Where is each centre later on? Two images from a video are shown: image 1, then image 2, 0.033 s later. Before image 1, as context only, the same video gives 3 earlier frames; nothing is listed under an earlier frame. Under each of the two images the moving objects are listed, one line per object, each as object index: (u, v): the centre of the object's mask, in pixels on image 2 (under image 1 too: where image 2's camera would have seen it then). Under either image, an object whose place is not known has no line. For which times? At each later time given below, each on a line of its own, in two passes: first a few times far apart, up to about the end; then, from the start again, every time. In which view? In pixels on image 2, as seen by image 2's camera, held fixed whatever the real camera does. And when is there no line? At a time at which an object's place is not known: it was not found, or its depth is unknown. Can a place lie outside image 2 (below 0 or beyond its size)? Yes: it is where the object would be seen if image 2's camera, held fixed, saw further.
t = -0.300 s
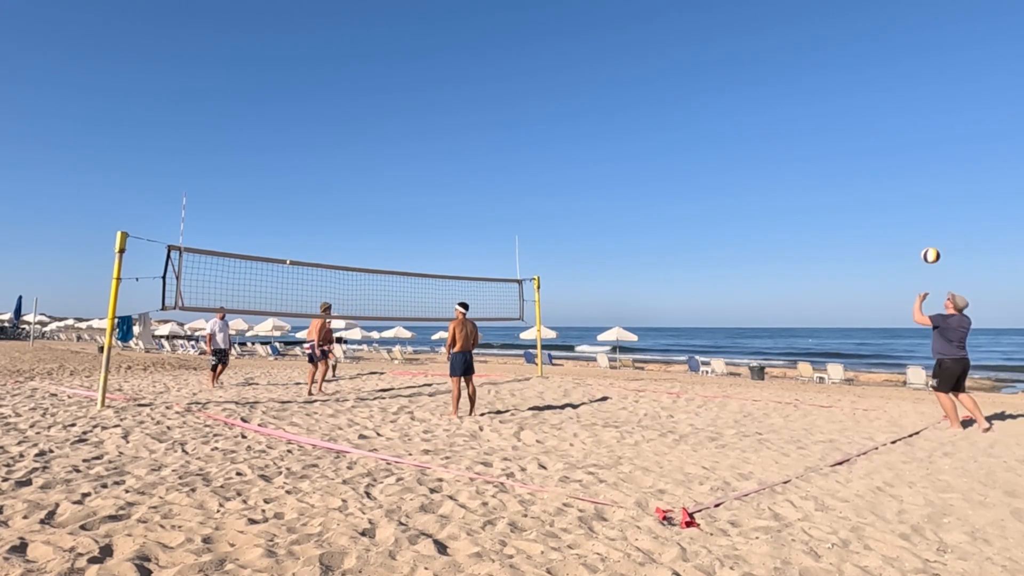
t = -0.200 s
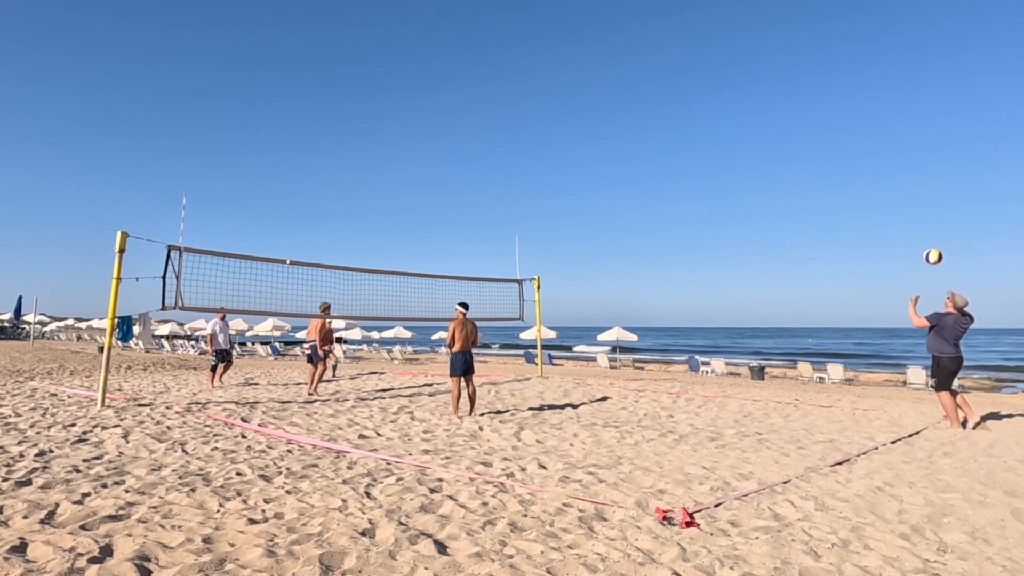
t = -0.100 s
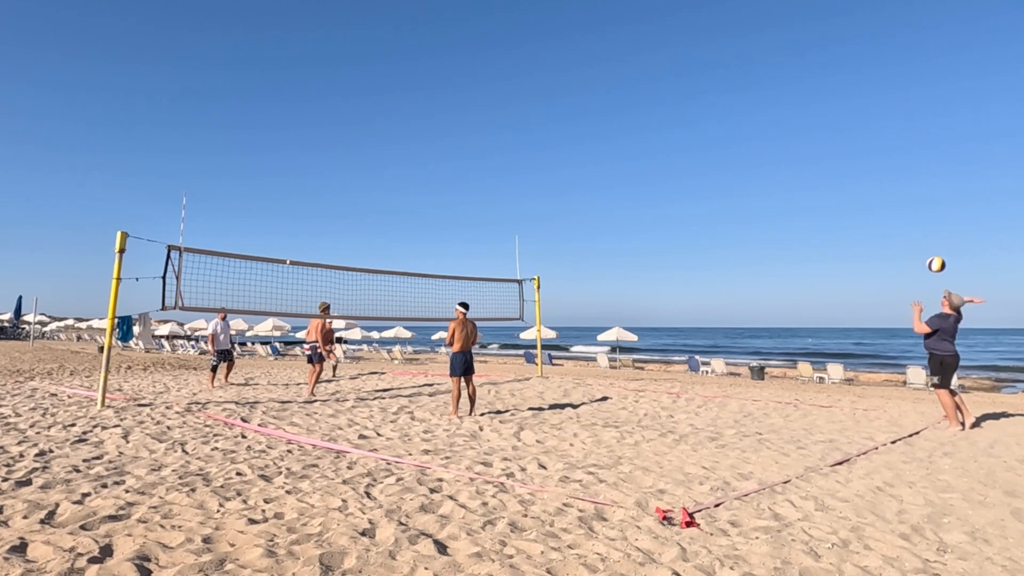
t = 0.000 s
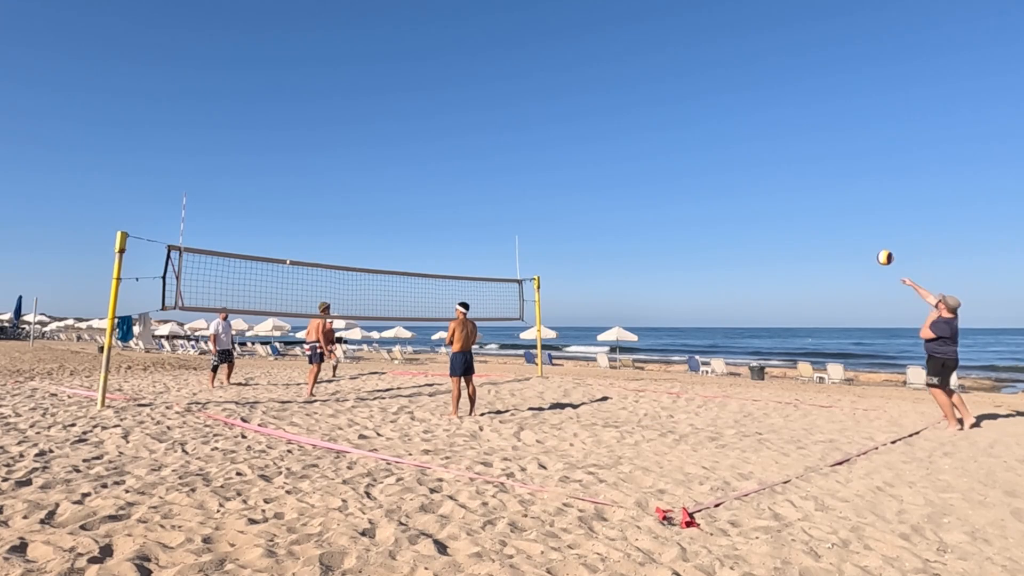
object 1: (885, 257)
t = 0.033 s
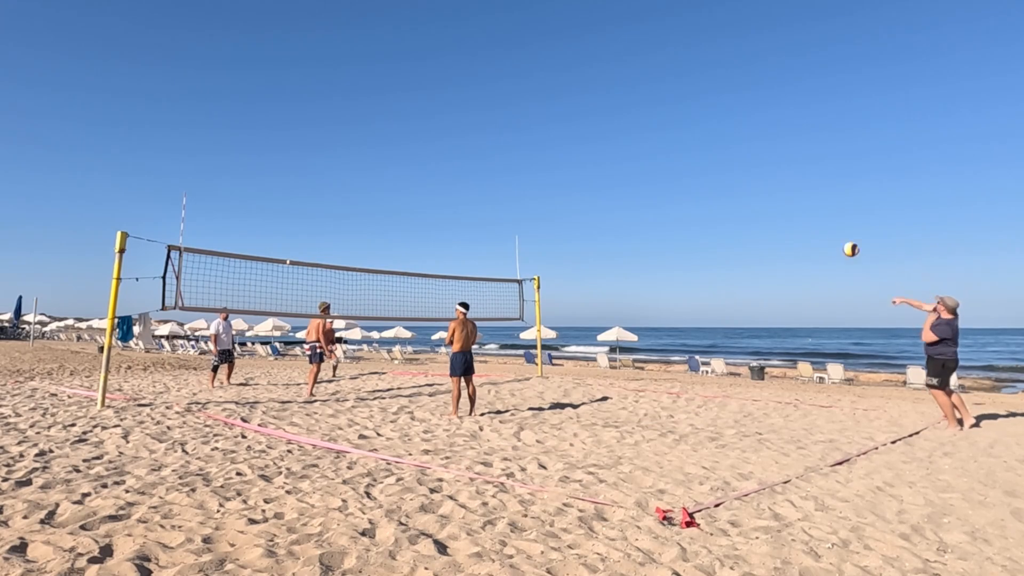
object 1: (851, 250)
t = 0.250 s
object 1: (679, 226)
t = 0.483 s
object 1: (556, 239)
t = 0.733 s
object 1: (464, 272)
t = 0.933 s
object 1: (410, 311)
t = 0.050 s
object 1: (834, 246)
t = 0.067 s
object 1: (819, 243)
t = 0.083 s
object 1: (804, 240)
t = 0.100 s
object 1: (789, 237)
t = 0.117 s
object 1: (776, 234)
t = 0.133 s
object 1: (762, 232)
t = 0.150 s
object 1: (749, 231)
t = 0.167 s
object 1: (736, 229)
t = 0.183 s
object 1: (724, 228)
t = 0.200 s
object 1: (713, 227)
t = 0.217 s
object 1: (701, 226)
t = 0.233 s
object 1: (690, 226)
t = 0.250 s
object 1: (679, 226)
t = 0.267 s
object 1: (669, 225)
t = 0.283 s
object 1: (659, 226)
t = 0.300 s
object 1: (649, 226)
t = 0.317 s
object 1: (639, 227)
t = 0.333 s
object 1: (630, 227)
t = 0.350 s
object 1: (621, 228)
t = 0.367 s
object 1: (612, 229)
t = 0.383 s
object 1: (603, 230)
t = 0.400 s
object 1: (595, 232)
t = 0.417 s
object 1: (587, 233)
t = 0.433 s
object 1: (579, 235)
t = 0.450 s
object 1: (571, 236)
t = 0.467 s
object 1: (564, 238)
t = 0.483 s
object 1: (556, 239)
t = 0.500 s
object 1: (549, 241)
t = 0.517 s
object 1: (542, 243)
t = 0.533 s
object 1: (535, 245)
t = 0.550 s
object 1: (528, 247)
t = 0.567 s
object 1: (522, 249)
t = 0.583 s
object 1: (516, 251)
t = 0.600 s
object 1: (509, 253)
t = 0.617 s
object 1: (503, 255)
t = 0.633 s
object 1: (497, 257)
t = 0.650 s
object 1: (491, 260)
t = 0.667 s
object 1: (485, 262)
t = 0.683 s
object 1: (479, 264)
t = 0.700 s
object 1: (474, 267)
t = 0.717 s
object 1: (469, 270)
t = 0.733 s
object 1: (464, 272)
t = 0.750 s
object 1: (459, 274)
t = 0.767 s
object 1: (454, 278)
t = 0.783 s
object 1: (449, 282)
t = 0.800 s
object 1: (444, 284)
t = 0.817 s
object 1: (440, 287)
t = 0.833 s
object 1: (435, 290)
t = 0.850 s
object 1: (431, 294)
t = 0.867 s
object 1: (426, 297)
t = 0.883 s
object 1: (422, 300)
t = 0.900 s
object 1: (418, 304)
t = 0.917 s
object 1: (414, 307)
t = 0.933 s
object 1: (410, 311)
